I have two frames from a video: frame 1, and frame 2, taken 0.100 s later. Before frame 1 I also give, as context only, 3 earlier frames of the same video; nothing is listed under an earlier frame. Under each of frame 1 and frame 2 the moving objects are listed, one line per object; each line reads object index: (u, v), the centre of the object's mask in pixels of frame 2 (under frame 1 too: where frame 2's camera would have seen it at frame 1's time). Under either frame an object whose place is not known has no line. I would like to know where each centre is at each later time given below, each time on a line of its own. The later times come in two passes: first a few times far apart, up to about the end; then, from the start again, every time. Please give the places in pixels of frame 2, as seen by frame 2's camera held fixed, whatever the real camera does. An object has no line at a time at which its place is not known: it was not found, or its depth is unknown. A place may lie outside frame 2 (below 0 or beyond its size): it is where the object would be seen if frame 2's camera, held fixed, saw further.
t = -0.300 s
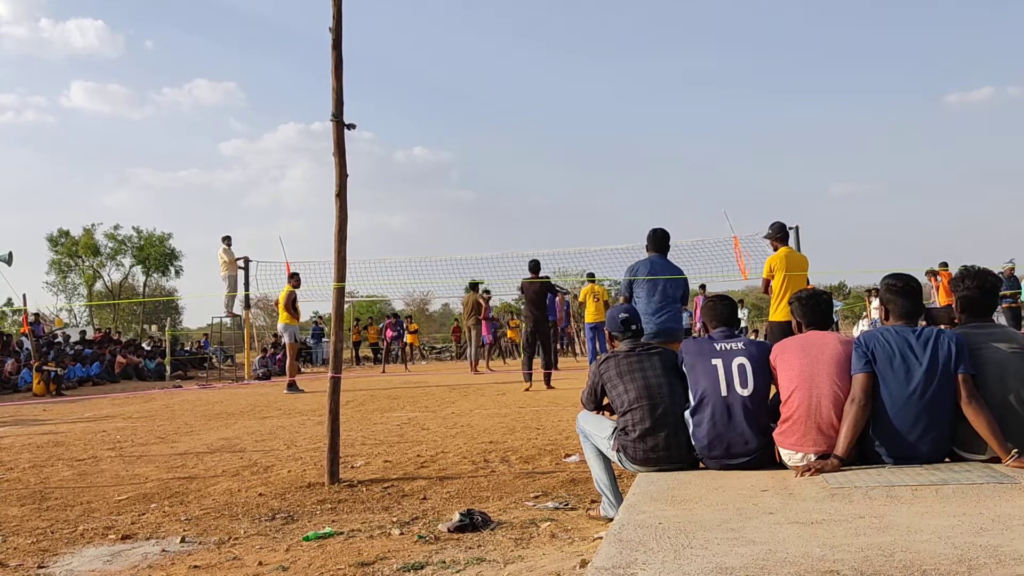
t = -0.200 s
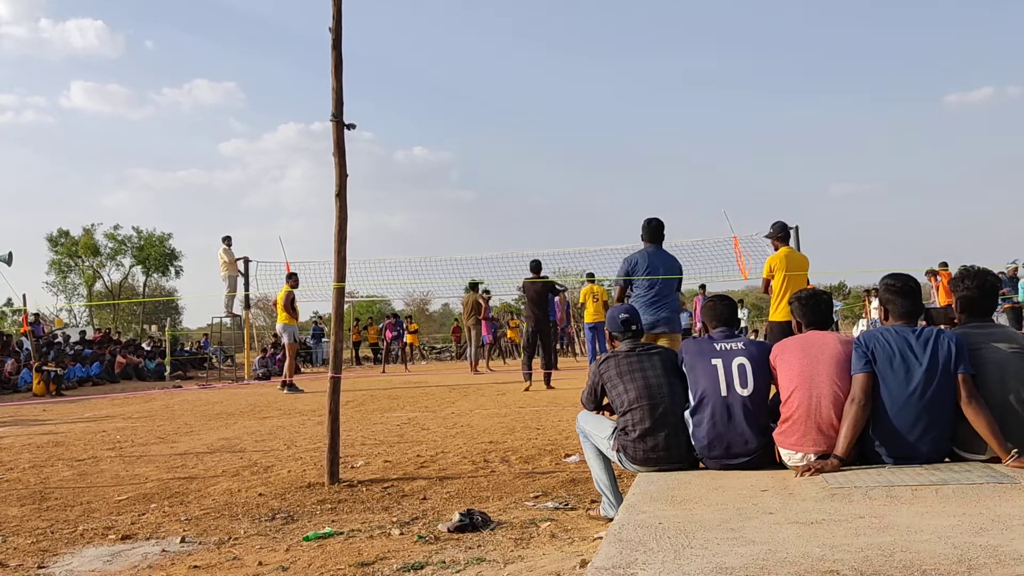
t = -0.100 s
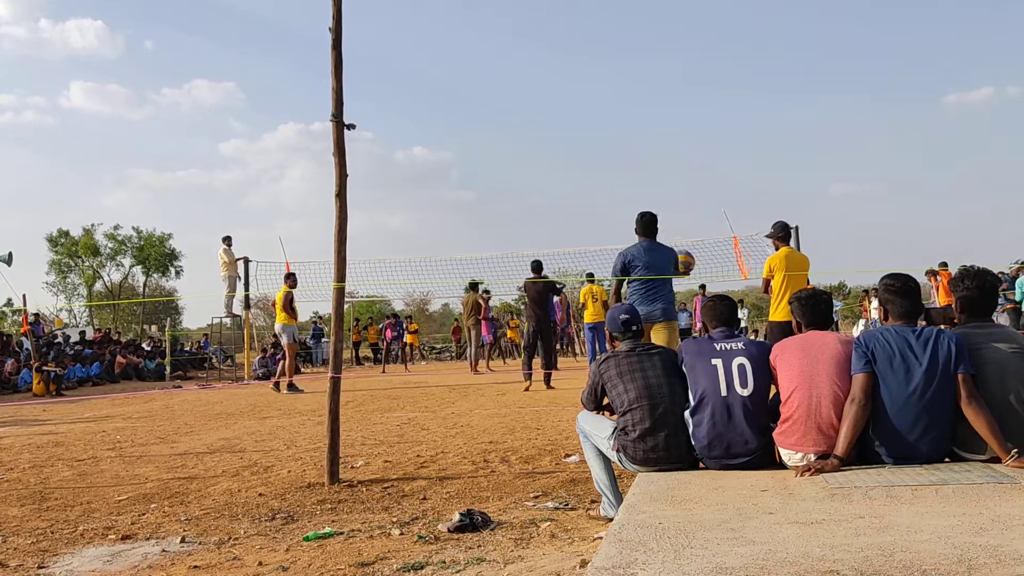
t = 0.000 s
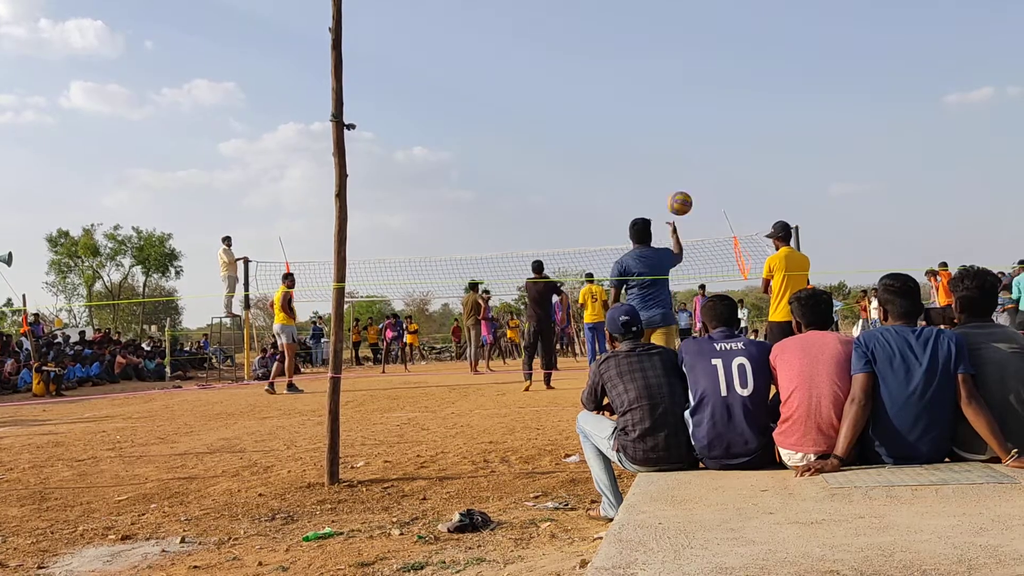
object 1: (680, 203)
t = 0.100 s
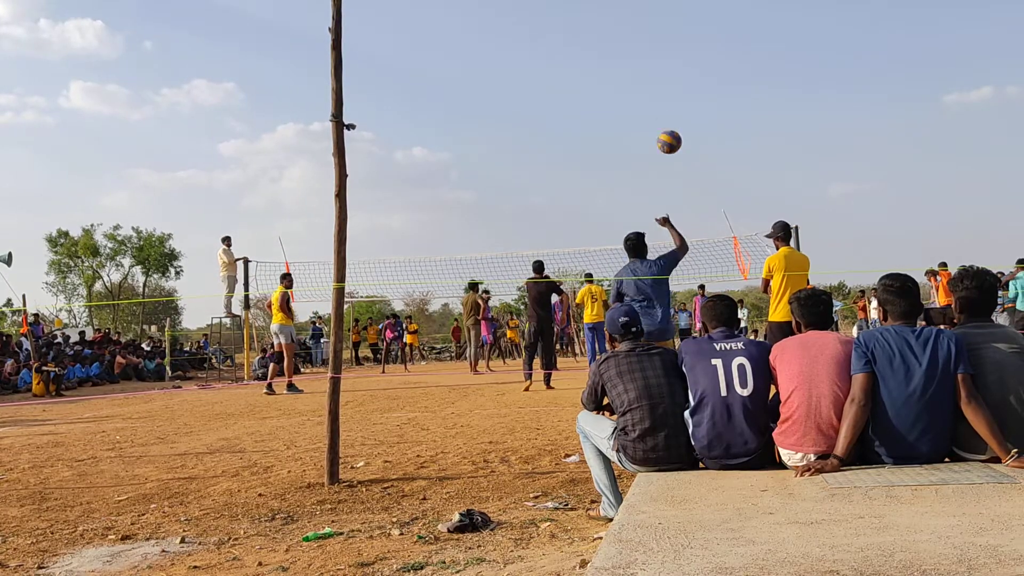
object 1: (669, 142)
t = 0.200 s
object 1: (662, 95)
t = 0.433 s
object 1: (650, 32)
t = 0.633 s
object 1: (648, 24)
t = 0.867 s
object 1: (651, 62)
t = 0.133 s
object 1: (667, 125)
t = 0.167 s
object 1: (664, 109)
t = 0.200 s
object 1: (662, 95)
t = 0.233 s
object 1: (659, 82)
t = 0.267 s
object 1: (657, 70)
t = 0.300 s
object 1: (656, 60)
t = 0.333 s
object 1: (654, 51)
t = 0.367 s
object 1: (653, 43)
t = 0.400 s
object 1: (651, 37)
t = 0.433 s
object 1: (650, 32)
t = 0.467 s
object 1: (650, 28)
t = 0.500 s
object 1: (649, 25)
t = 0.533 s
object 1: (648, 23)
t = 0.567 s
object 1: (648, 22)
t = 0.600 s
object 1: (648, 22)
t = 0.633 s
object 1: (648, 24)
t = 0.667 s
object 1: (648, 26)
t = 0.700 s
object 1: (648, 30)
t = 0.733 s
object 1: (648, 34)
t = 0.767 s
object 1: (649, 39)
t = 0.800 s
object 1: (649, 46)
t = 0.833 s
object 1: (650, 53)
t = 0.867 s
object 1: (651, 62)
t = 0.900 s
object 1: (652, 71)
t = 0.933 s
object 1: (653, 81)
